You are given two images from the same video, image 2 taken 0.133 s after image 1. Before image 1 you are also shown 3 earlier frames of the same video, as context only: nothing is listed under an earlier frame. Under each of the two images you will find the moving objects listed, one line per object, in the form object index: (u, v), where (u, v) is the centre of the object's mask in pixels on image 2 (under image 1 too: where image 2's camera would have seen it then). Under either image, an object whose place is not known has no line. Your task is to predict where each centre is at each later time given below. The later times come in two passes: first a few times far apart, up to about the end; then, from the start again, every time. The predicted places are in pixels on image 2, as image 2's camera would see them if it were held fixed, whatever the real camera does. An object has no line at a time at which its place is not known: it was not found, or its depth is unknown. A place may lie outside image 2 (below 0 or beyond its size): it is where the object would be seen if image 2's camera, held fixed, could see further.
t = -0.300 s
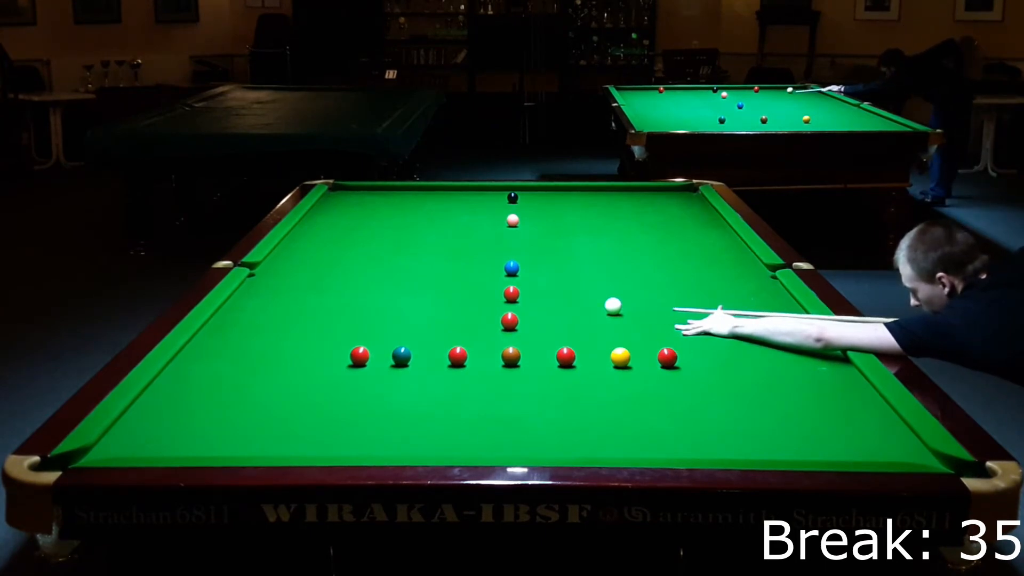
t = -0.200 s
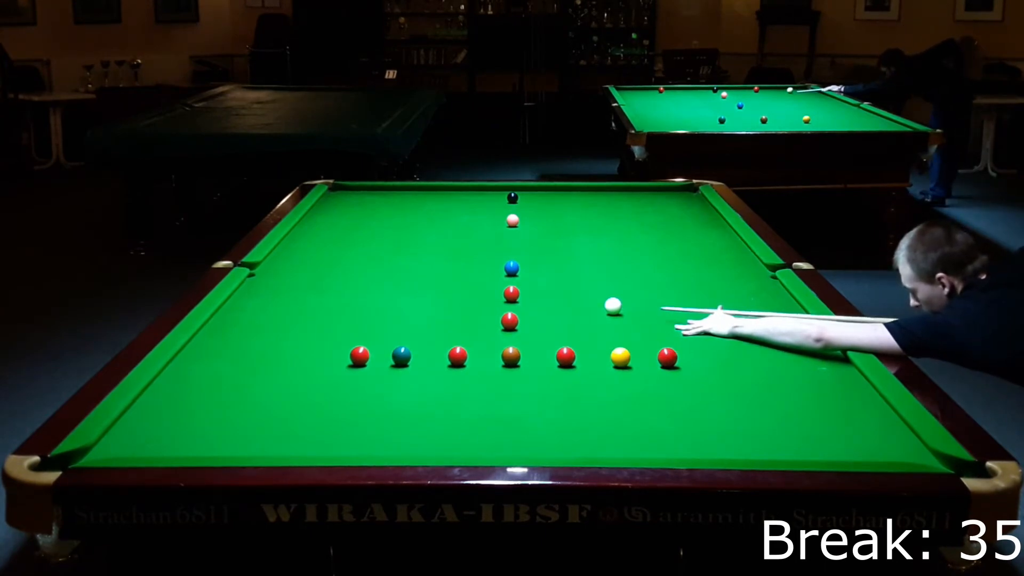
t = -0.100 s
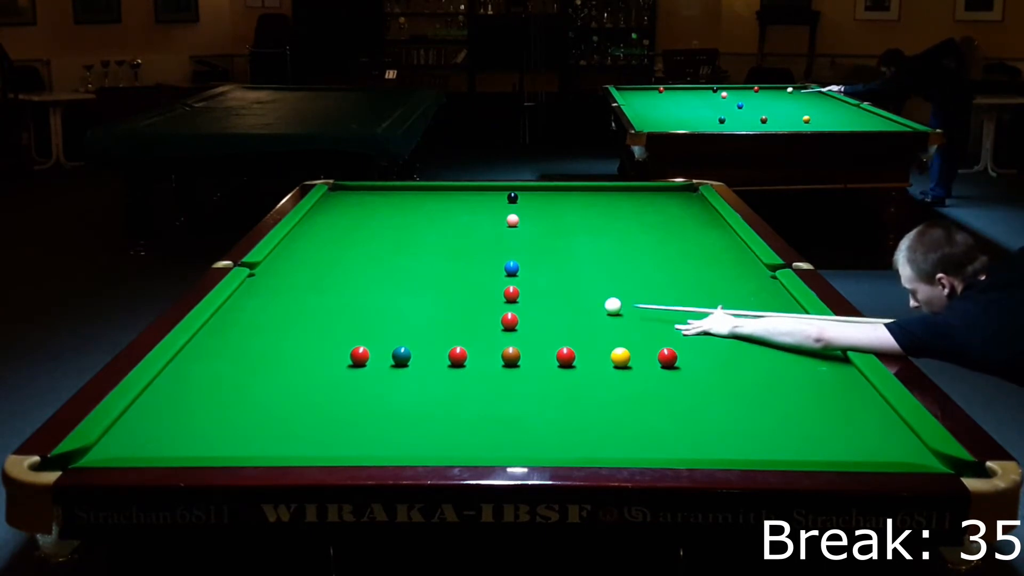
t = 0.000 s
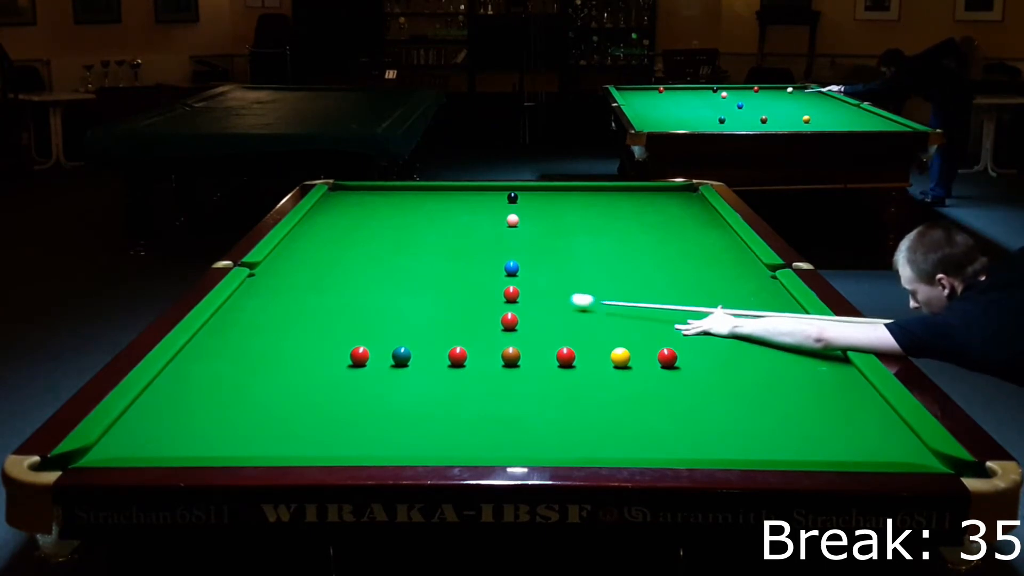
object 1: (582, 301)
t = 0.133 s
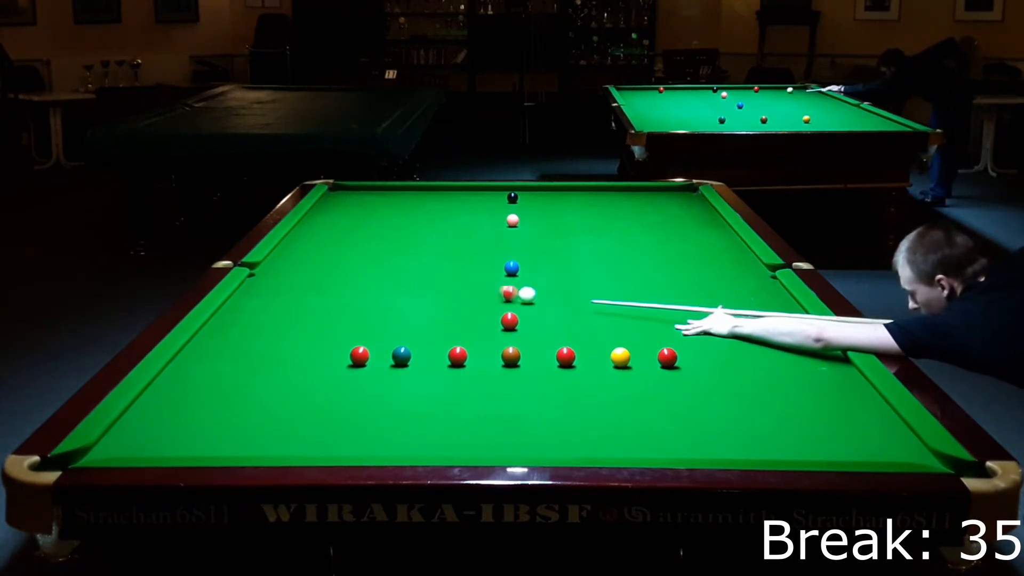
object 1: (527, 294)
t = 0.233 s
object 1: (523, 294)
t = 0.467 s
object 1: (503, 289)
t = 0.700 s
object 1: (483, 285)
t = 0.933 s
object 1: (465, 281)
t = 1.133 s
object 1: (451, 279)
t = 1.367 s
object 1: (436, 276)
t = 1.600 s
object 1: (422, 273)
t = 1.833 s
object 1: (409, 270)
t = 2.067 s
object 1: (398, 268)
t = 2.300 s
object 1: (388, 266)
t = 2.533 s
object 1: (379, 264)
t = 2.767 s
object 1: (371, 263)
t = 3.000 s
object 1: (363, 261)
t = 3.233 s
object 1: (357, 260)
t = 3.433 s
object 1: (353, 259)
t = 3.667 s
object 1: (348, 258)
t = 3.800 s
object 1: (346, 258)
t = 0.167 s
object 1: (526, 294)
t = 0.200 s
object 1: (525, 294)
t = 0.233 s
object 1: (523, 294)
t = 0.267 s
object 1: (521, 293)
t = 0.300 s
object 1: (518, 292)
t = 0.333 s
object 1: (515, 292)
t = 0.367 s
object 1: (512, 291)
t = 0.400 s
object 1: (508, 290)
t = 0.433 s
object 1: (506, 290)
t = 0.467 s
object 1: (503, 289)
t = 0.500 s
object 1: (500, 289)
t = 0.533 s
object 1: (497, 288)
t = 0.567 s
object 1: (494, 287)
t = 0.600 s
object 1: (491, 287)
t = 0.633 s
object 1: (489, 286)
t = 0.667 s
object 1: (486, 286)
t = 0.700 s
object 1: (483, 285)
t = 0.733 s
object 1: (480, 285)
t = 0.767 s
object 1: (478, 284)
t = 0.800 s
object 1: (475, 284)
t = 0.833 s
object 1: (473, 283)
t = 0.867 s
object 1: (470, 283)
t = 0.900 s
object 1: (468, 282)
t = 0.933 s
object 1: (465, 281)
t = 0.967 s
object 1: (463, 281)
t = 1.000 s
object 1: (460, 281)
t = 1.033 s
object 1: (458, 280)
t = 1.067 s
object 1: (456, 280)
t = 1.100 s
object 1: (453, 279)
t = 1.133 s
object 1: (451, 279)
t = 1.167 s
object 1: (449, 278)
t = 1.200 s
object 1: (447, 278)
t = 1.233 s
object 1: (444, 277)
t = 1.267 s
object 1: (442, 277)
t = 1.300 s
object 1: (440, 276)
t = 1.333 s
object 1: (438, 276)
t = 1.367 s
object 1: (436, 276)
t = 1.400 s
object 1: (434, 275)
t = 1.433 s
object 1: (432, 275)
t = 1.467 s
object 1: (430, 274)
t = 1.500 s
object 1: (428, 274)
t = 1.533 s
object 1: (426, 274)
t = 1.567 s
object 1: (424, 273)
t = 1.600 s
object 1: (422, 273)
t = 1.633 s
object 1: (420, 273)
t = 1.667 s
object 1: (418, 272)
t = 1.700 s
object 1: (417, 272)
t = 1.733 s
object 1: (415, 271)
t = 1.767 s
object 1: (413, 271)
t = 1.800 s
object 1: (411, 271)
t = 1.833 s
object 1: (409, 270)
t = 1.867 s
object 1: (408, 270)
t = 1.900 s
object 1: (406, 270)
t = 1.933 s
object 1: (404, 269)
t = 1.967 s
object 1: (403, 269)
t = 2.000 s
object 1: (401, 269)
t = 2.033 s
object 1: (399, 268)
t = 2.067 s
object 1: (398, 268)
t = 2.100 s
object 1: (396, 268)
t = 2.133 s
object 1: (395, 268)
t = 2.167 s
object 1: (393, 267)
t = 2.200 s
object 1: (392, 267)
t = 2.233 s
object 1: (391, 267)
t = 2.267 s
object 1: (389, 266)
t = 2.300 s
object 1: (388, 266)
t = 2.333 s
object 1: (386, 266)
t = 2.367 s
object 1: (385, 266)
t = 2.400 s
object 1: (384, 265)
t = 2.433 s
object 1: (383, 265)
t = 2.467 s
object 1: (381, 265)
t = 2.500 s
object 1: (380, 264)
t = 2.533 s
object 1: (379, 264)
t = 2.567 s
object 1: (377, 264)
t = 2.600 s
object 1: (376, 264)
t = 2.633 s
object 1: (375, 264)
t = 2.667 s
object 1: (374, 263)
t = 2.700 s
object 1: (373, 263)
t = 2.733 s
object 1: (372, 263)
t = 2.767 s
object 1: (371, 263)
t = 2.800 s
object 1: (370, 262)
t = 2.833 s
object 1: (368, 262)
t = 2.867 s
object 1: (367, 262)
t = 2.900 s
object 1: (366, 262)
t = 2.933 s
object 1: (365, 262)
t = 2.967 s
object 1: (364, 262)
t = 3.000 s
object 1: (363, 261)
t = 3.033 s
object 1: (362, 261)
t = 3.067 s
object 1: (361, 261)
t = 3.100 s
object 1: (361, 261)
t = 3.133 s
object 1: (360, 261)
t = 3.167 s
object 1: (359, 260)
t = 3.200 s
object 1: (358, 260)
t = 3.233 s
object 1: (357, 260)
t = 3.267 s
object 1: (356, 260)
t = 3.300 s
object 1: (356, 260)
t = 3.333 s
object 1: (355, 260)
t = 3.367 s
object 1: (354, 260)
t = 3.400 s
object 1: (353, 259)
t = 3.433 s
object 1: (353, 259)
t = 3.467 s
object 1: (352, 259)
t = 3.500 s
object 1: (351, 259)
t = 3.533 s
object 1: (351, 259)
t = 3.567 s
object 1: (350, 259)
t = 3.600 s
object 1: (349, 259)
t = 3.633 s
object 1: (349, 259)
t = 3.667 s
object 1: (348, 258)
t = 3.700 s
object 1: (348, 258)
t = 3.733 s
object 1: (347, 258)
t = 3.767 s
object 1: (346, 258)
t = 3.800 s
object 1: (346, 258)
